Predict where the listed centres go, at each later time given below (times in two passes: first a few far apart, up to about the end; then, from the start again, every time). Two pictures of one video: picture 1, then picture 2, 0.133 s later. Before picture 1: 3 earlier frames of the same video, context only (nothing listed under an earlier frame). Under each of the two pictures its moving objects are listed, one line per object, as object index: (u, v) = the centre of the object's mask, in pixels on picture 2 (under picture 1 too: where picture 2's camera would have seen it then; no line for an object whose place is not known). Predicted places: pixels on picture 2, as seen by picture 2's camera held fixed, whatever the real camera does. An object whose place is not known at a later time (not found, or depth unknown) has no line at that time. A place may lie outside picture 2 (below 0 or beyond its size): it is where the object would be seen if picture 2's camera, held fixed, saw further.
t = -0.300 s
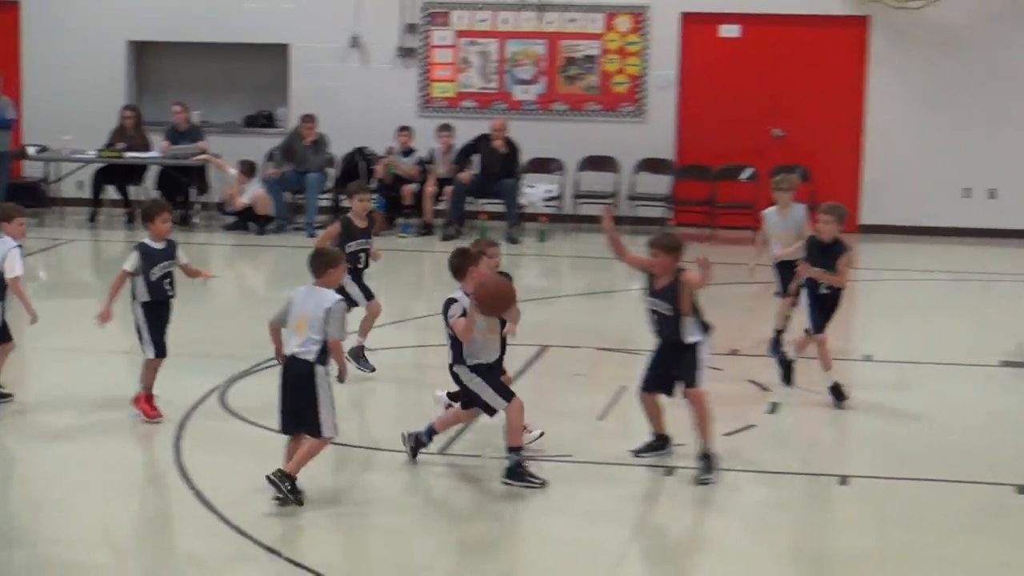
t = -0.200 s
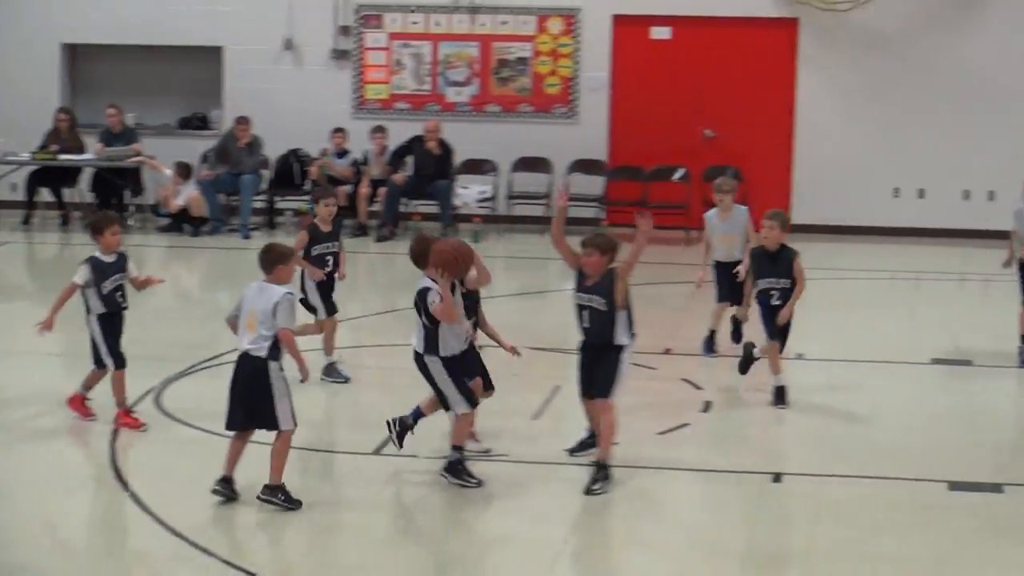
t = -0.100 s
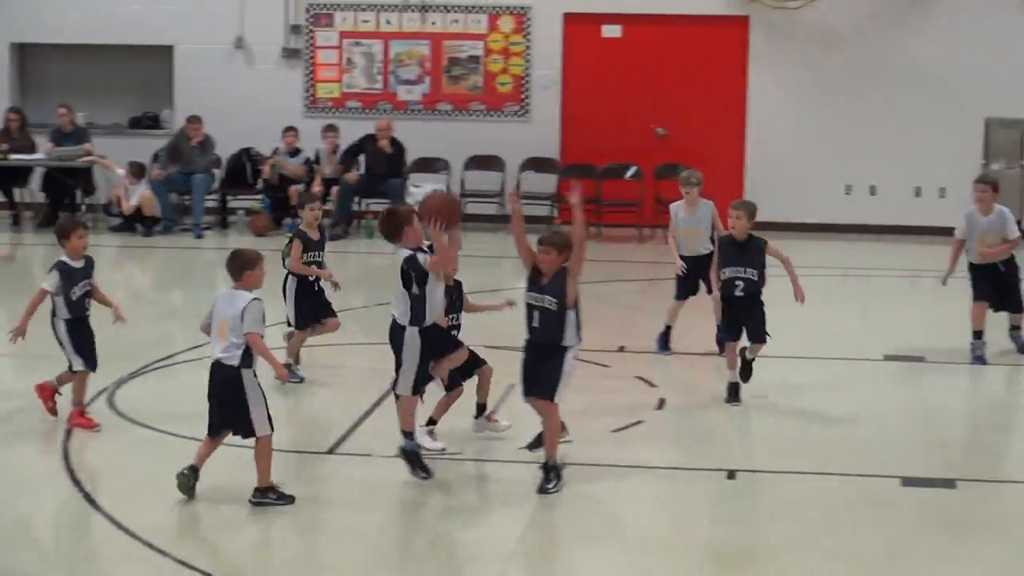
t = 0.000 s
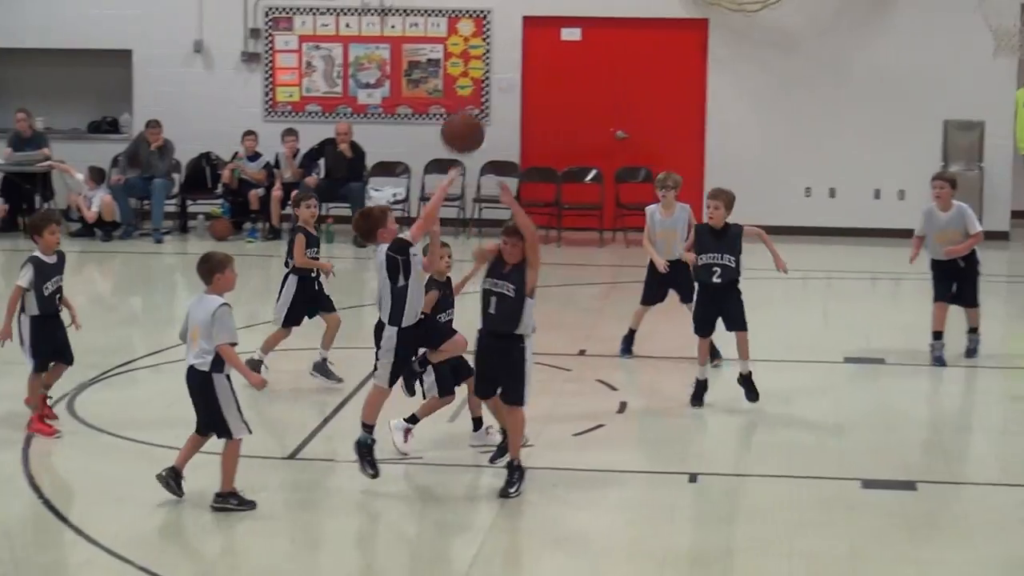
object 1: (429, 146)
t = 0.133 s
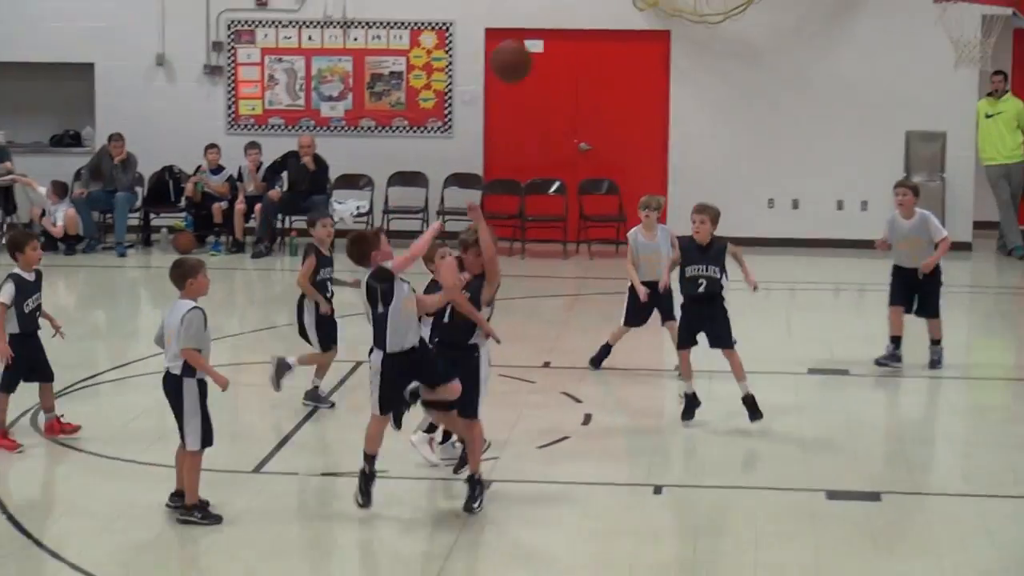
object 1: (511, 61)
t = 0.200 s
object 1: (550, 31)
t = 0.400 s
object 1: (661, -4)
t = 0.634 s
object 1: (772, 38)
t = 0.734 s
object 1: (815, 81)
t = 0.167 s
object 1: (530, 45)
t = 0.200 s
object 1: (550, 31)
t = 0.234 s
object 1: (569, 20)
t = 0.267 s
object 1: (588, 11)
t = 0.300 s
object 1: (608, 4)
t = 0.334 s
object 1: (626, 0)
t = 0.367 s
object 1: (643, -3)
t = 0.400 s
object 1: (661, -4)
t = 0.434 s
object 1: (678, -3)
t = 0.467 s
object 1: (694, 0)
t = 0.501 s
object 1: (710, 4)
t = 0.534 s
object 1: (726, 10)
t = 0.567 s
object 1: (742, 17)
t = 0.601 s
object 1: (757, 27)
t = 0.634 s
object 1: (772, 38)
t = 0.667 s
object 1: (787, 50)
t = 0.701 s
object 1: (801, 65)
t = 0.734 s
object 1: (815, 81)
